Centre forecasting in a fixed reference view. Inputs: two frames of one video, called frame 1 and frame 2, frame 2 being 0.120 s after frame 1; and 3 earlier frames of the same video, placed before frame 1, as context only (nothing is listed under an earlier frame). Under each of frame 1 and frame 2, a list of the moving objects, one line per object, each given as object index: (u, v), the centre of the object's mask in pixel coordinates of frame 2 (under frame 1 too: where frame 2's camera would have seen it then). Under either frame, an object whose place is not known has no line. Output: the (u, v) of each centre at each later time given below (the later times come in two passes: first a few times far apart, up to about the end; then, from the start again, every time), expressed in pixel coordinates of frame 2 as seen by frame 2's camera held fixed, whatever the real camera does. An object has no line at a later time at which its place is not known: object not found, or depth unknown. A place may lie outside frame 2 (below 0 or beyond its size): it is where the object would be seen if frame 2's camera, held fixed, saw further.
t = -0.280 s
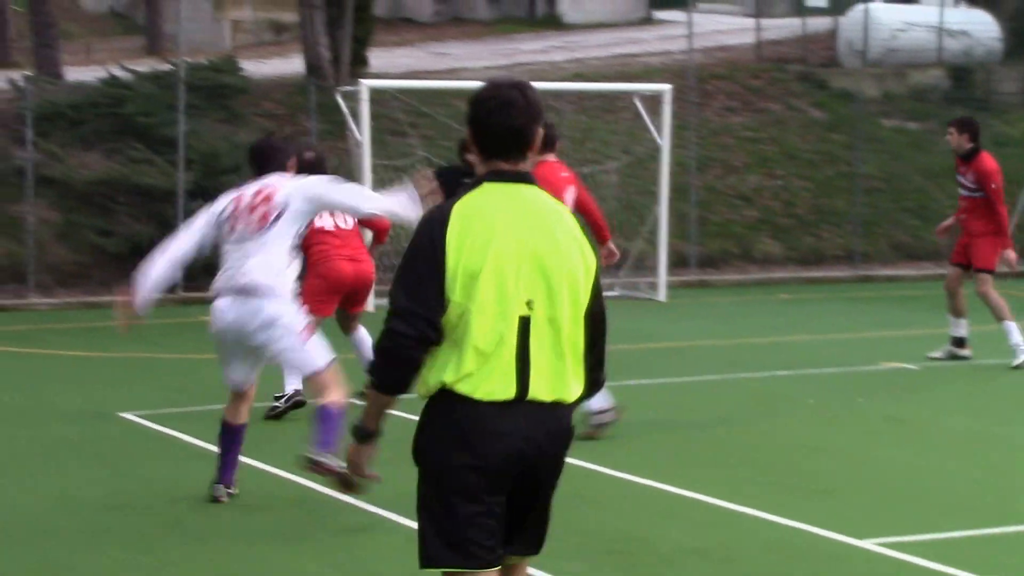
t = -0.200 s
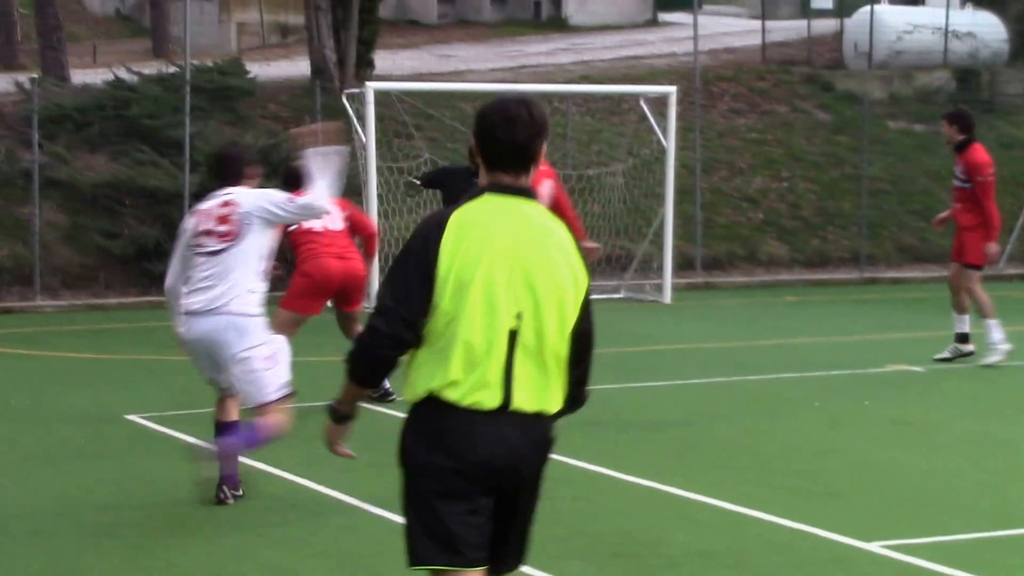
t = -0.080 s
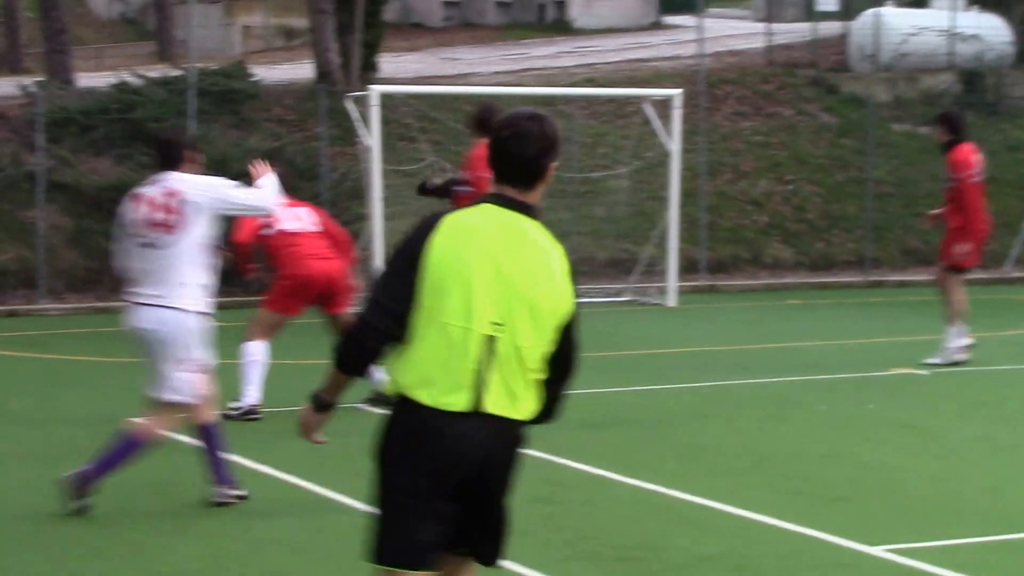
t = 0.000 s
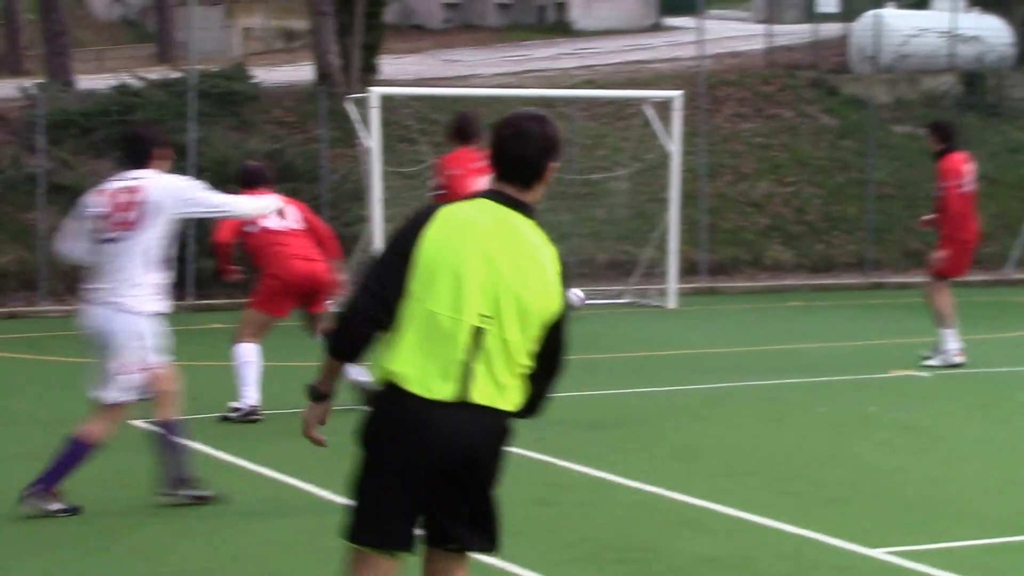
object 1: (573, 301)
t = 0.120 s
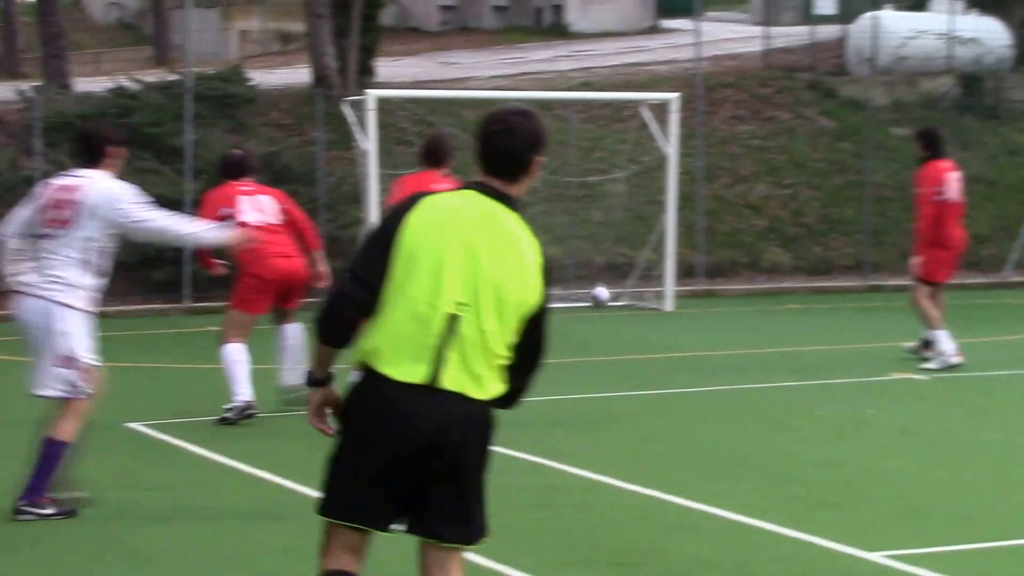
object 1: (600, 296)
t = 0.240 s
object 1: (627, 236)
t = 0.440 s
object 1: (612, 183)
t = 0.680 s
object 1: (578, 170)
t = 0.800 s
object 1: (562, 185)
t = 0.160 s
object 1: (610, 276)
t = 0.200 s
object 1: (619, 258)
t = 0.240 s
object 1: (627, 236)
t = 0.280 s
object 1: (629, 221)
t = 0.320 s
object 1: (628, 209)
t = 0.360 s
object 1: (623, 198)
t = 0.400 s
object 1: (619, 189)
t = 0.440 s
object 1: (612, 183)
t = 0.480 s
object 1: (606, 176)
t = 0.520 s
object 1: (601, 172)
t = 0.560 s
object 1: (596, 169)
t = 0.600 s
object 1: (591, 169)
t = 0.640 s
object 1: (584, 167)
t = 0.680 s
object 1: (578, 170)
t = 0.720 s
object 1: (572, 173)
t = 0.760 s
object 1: (568, 177)
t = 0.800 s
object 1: (562, 185)
